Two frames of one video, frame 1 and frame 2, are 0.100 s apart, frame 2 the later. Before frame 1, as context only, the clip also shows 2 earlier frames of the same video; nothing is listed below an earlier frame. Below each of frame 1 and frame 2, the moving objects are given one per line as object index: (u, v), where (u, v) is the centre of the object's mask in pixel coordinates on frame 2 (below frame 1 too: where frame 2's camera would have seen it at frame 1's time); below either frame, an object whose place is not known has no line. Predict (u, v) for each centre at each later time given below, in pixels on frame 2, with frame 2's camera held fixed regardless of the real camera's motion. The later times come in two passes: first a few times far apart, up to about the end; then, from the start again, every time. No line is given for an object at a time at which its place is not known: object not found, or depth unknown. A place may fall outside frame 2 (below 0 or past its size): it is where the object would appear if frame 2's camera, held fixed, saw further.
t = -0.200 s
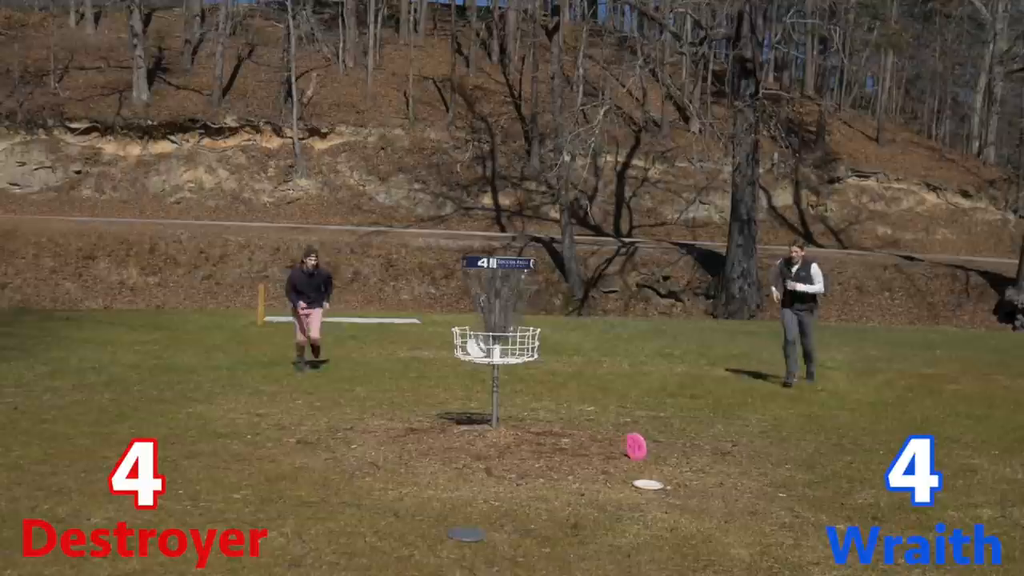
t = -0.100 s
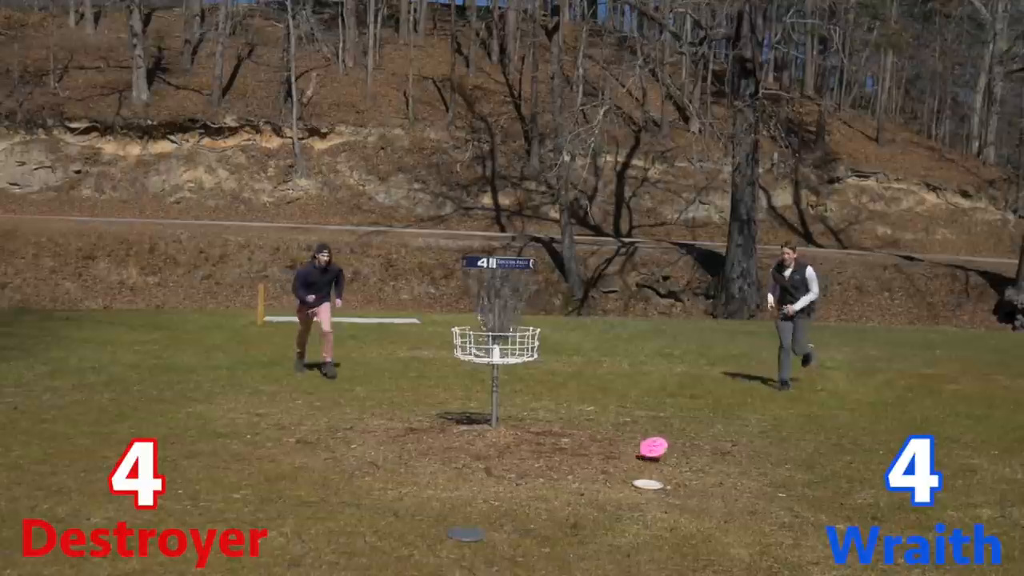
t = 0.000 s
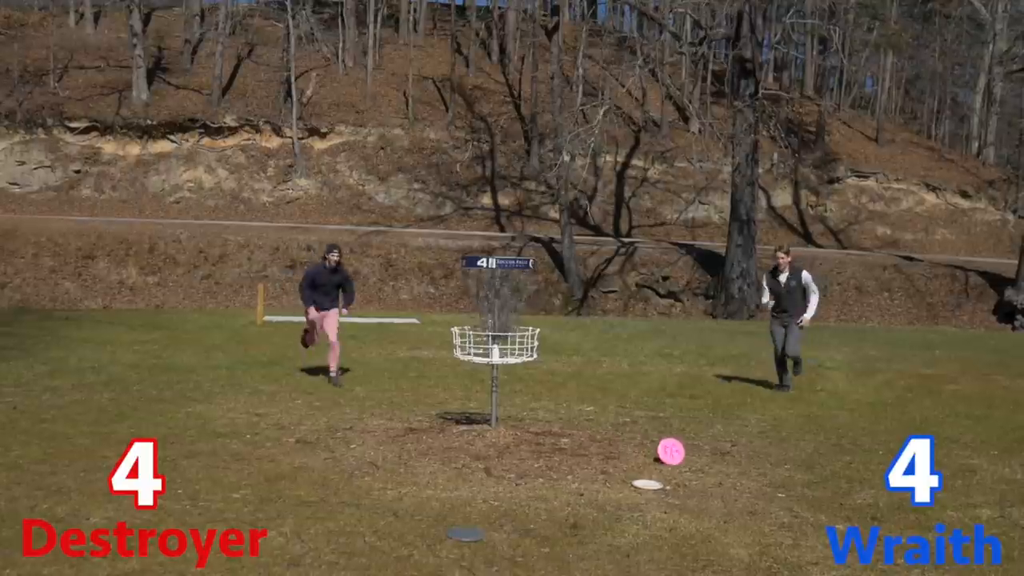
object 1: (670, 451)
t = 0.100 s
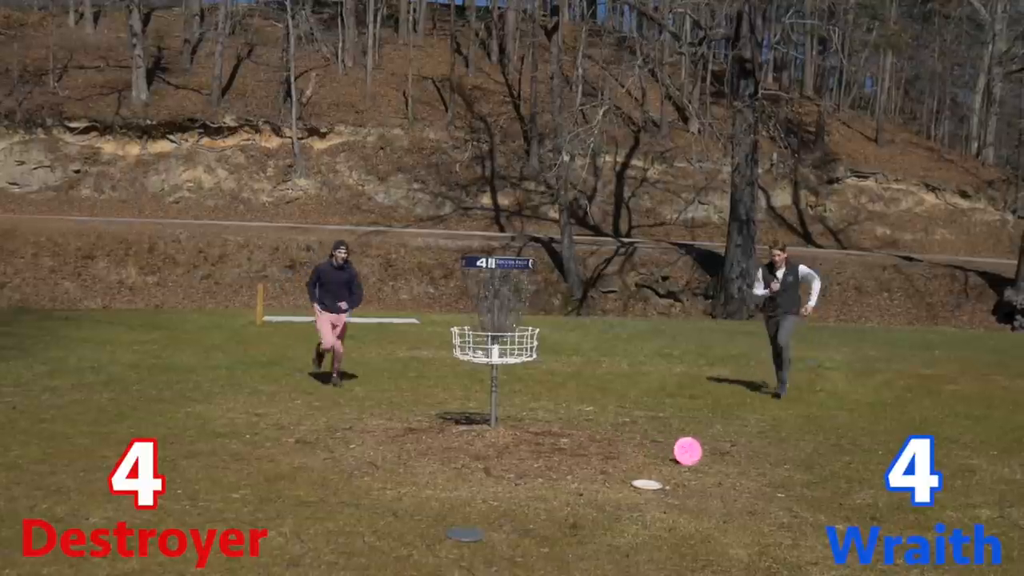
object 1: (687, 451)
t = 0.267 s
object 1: (712, 454)
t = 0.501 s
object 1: (730, 449)
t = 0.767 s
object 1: (725, 449)
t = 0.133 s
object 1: (693, 452)
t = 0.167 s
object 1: (698, 452)
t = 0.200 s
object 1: (703, 453)
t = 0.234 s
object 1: (708, 453)
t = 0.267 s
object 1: (712, 454)
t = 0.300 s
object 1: (717, 454)
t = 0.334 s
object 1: (720, 452)
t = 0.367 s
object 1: (723, 452)
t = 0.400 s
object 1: (726, 452)
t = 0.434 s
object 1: (727, 450)
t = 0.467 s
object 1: (729, 450)
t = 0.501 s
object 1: (730, 449)
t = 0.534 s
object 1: (730, 449)
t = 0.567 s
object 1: (730, 449)
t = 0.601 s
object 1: (730, 449)
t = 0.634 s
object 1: (729, 449)
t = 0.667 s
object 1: (729, 450)
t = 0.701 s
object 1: (729, 450)
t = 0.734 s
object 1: (725, 450)
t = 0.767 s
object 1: (725, 449)
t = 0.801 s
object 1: (723, 449)
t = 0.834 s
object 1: (721, 449)
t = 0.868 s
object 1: (720, 450)
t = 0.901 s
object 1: (718, 450)
